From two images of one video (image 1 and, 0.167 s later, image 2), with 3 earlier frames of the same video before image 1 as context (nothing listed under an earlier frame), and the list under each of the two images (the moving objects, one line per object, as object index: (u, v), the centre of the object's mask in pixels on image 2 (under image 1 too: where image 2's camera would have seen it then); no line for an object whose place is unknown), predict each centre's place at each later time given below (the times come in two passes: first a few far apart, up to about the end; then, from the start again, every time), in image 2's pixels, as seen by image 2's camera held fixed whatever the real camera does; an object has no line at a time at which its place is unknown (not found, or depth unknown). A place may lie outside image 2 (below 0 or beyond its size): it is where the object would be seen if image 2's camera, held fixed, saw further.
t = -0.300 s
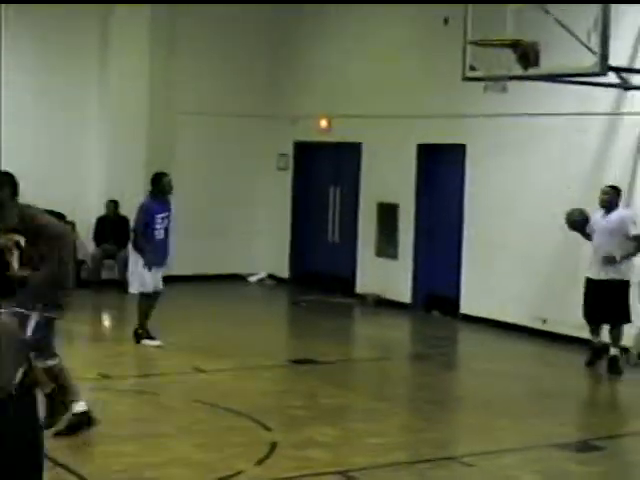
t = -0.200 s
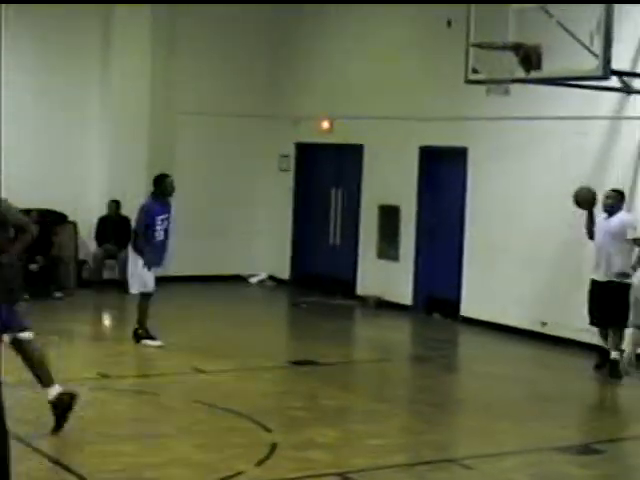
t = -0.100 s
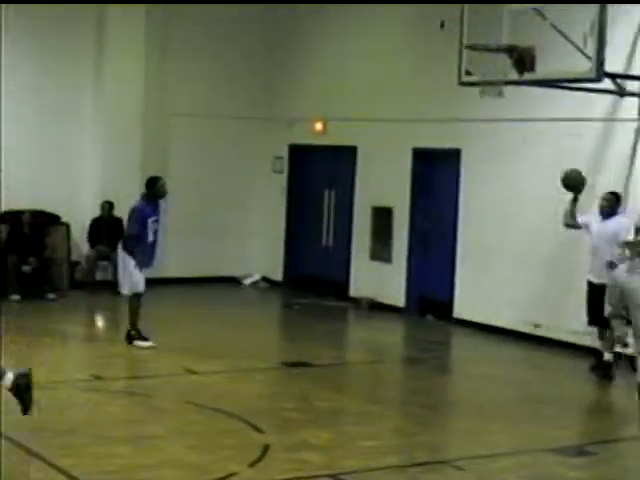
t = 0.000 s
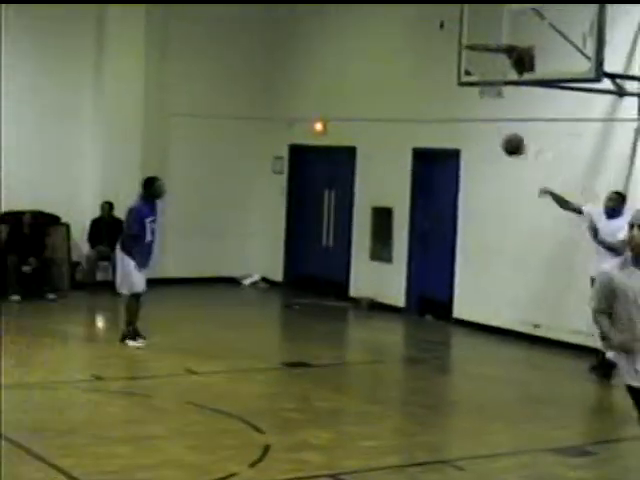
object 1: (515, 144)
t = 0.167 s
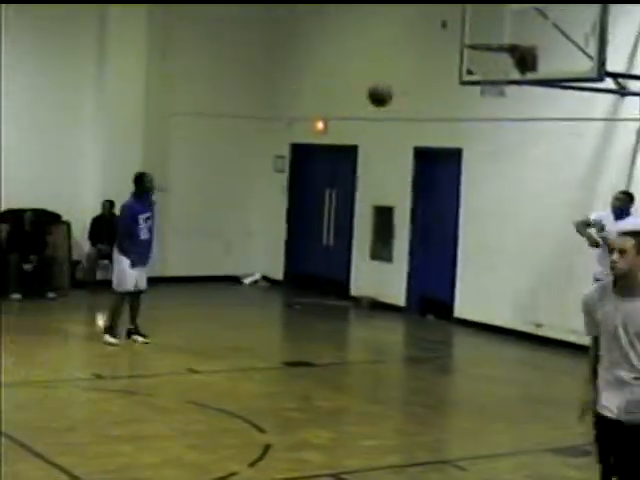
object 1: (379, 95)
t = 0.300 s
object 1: (262, 74)
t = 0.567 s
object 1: (8, 74)
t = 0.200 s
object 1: (350, 89)
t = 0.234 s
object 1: (321, 82)
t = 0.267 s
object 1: (292, 78)
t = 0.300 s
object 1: (262, 74)
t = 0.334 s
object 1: (233, 69)
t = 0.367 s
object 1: (202, 68)
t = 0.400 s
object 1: (170, 67)
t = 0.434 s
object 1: (139, 65)
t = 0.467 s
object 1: (109, 65)
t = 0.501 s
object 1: (76, 67)
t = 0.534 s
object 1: (43, 70)
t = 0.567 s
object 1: (8, 74)
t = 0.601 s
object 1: (-26, 80)
